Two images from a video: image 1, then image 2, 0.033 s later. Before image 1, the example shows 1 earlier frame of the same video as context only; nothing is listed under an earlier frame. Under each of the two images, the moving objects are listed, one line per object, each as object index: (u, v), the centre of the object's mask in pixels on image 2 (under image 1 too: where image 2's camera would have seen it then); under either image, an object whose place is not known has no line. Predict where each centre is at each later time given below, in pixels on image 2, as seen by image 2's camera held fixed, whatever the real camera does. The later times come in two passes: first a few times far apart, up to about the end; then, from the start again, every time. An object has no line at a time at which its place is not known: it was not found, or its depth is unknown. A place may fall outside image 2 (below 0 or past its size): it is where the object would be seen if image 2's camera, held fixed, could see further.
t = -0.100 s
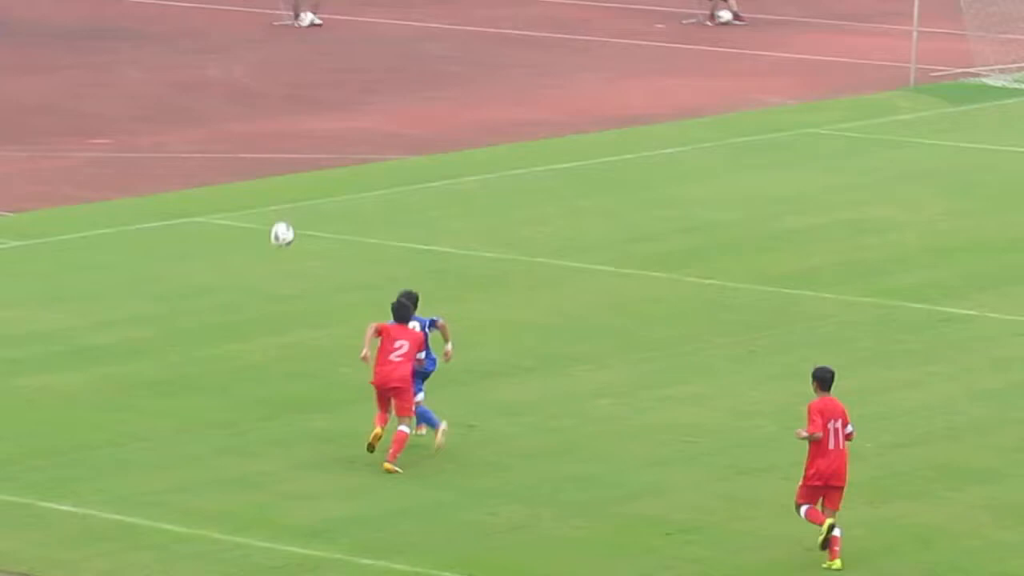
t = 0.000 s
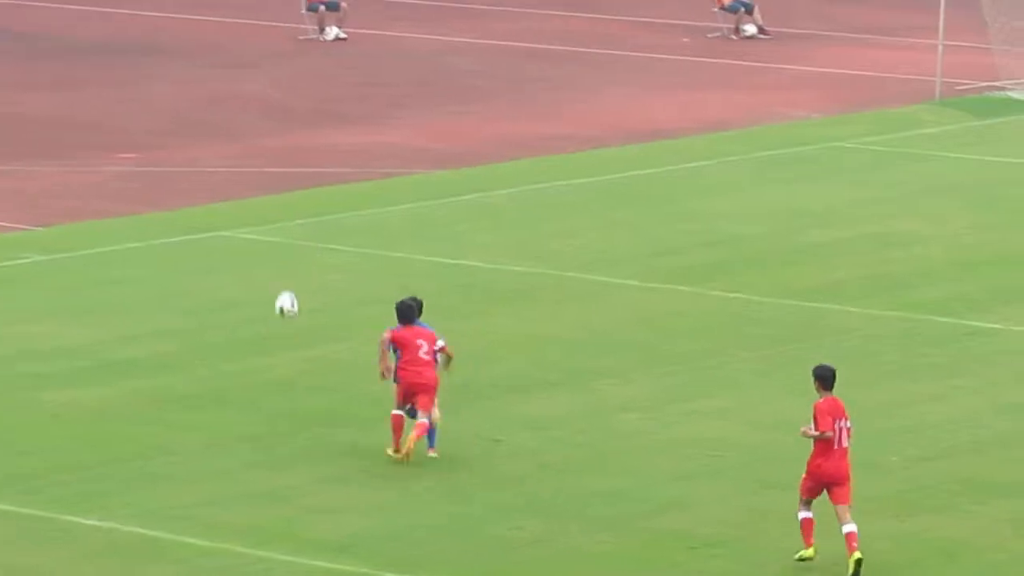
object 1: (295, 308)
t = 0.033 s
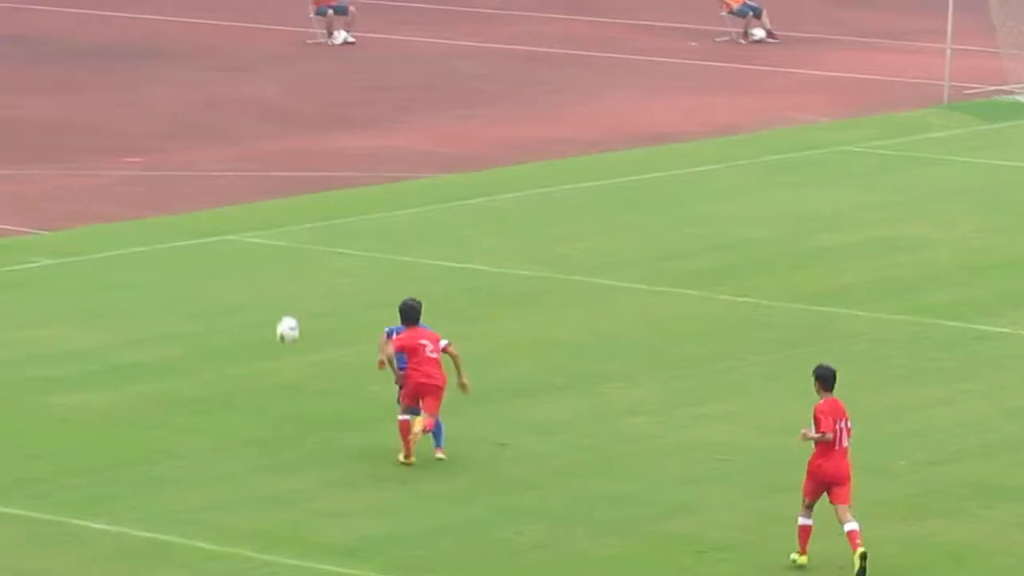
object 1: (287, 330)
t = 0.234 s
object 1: (255, 336)
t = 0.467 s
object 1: (225, 260)
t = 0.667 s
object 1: (201, 240)
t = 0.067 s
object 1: (280, 350)
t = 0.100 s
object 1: (274, 374)
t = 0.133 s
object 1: (268, 387)
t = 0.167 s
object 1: (264, 368)
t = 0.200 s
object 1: (260, 351)
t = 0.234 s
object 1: (255, 336)
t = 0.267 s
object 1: (251, 321)
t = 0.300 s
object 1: (247, 307)
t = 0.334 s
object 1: (241, 296)
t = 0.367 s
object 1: (238, 285)
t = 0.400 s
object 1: (233, 276)
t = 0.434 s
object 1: (229, 267)
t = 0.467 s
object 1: (225, 260)
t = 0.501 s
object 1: (220, 254)
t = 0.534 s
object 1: (216, 248)
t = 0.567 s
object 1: (212, 245)
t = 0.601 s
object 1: (208, 242)
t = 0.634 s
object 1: (204, 241)
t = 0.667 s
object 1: (201, 240)
